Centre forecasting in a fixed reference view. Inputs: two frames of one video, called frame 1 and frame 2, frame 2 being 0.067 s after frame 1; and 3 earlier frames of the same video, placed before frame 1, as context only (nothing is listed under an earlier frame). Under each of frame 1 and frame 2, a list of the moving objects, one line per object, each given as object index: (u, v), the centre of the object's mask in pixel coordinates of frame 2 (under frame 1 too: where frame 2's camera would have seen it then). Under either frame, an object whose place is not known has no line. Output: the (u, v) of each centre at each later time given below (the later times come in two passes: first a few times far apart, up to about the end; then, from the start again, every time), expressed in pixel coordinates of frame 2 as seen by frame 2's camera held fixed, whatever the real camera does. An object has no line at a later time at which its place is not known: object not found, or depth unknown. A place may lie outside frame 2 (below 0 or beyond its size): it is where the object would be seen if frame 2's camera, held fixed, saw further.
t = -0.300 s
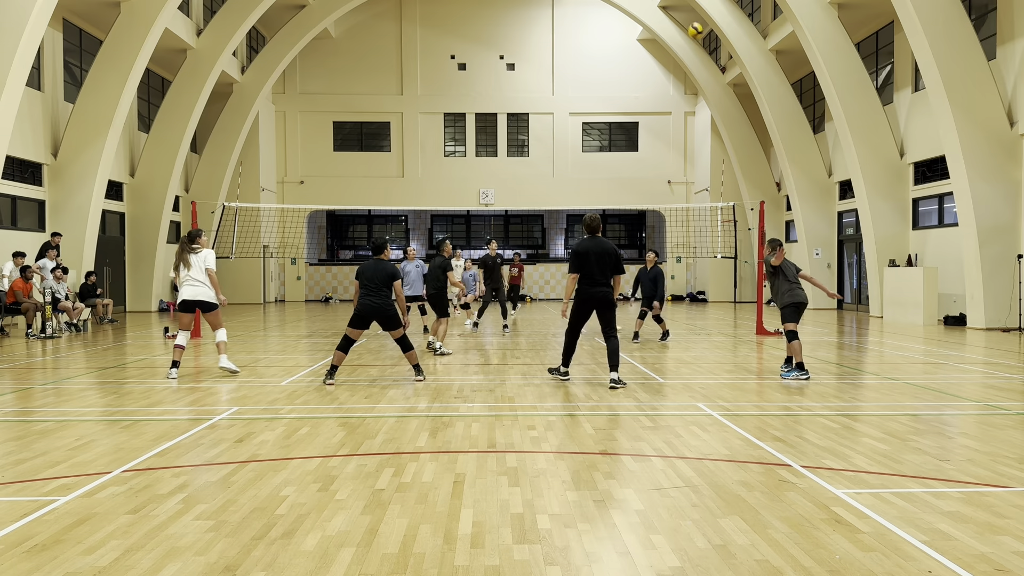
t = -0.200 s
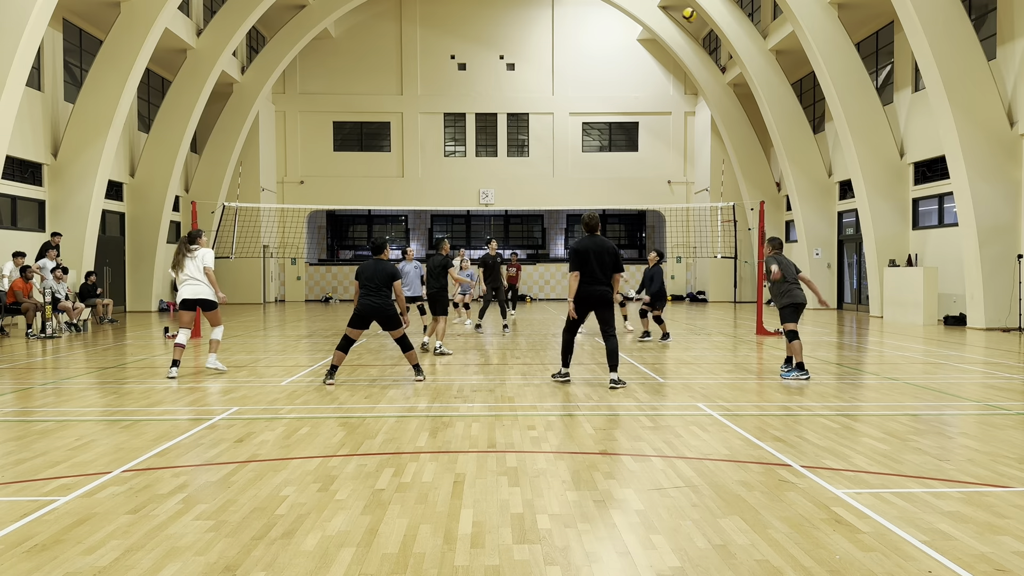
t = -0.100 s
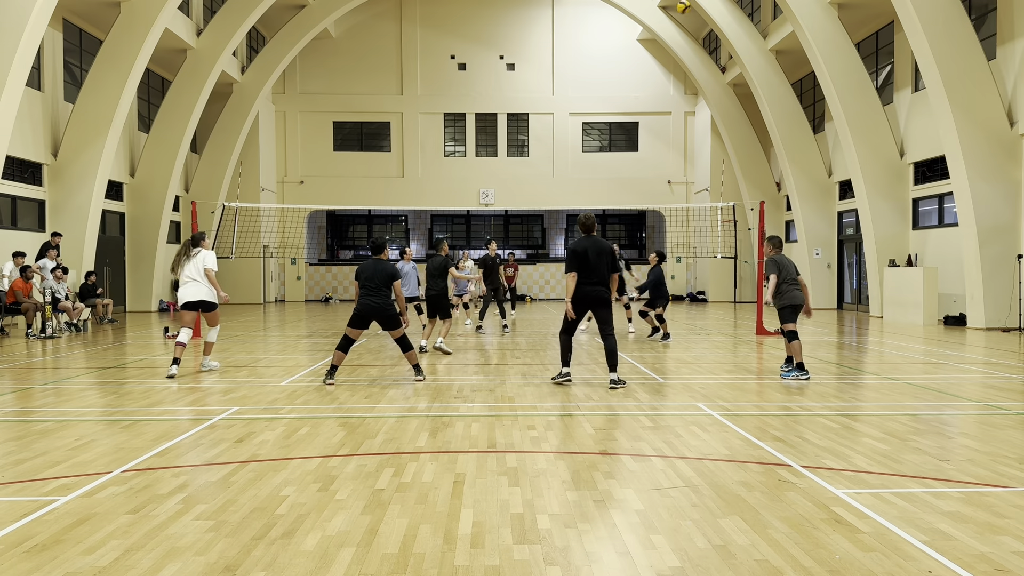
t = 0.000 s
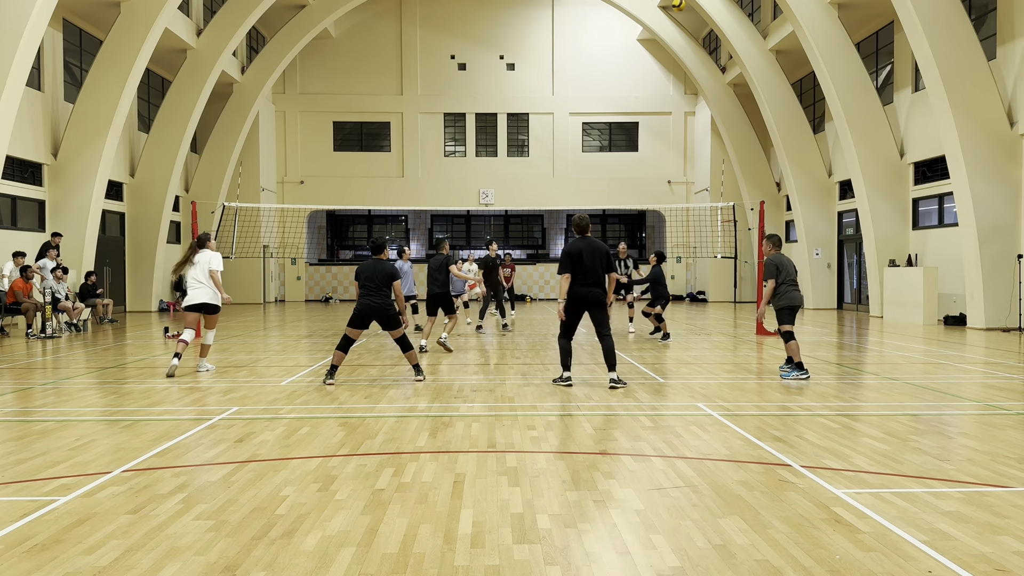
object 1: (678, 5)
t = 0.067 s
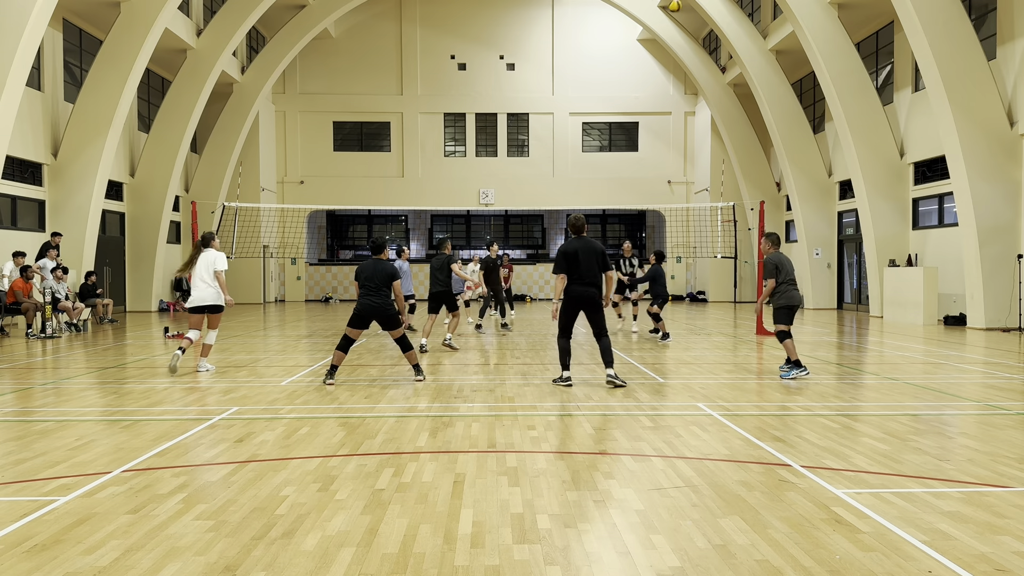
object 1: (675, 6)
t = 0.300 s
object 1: (664, 30)
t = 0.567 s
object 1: (653, 85)
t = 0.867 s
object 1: (640, 175)
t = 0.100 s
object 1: (673, 8)
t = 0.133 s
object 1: (672, 10)
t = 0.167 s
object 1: (671, 13)
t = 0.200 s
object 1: (669, 16)
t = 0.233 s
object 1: (668, 20)
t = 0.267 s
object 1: (666, 25)
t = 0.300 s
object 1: (664, 30)
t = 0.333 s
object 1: (663, 35)
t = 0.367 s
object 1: (661, 41)
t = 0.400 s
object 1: (660, 47)
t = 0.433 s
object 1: (659, 53)
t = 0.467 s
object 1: (657, 60)
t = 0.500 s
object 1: (656, 68)
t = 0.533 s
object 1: (655, 77)
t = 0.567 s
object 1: (653, 85)
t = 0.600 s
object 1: (652, 94)
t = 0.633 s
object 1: (650, 103)
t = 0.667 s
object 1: (648, 112)
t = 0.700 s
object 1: (647, 122)
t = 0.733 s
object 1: (646, 132)
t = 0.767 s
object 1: (645, 142)
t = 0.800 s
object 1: (643, 154)
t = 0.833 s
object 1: (641, 164)
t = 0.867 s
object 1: (640, 175)
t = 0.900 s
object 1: (638, 187)
